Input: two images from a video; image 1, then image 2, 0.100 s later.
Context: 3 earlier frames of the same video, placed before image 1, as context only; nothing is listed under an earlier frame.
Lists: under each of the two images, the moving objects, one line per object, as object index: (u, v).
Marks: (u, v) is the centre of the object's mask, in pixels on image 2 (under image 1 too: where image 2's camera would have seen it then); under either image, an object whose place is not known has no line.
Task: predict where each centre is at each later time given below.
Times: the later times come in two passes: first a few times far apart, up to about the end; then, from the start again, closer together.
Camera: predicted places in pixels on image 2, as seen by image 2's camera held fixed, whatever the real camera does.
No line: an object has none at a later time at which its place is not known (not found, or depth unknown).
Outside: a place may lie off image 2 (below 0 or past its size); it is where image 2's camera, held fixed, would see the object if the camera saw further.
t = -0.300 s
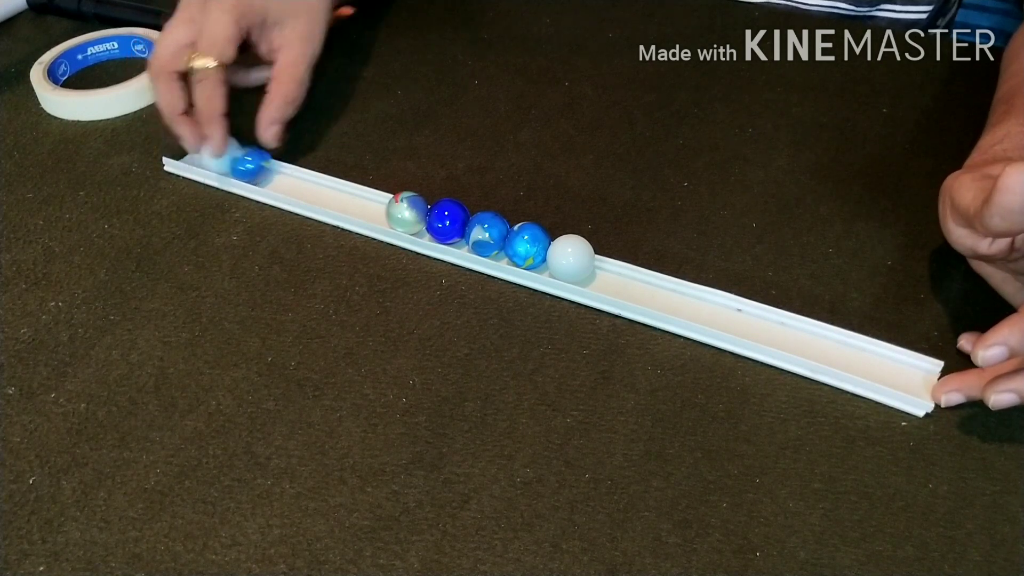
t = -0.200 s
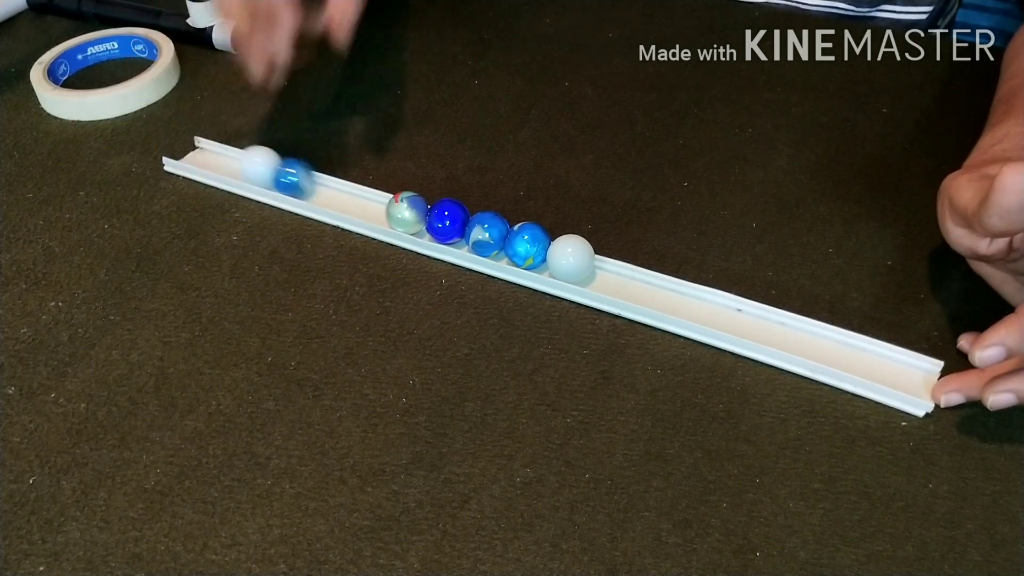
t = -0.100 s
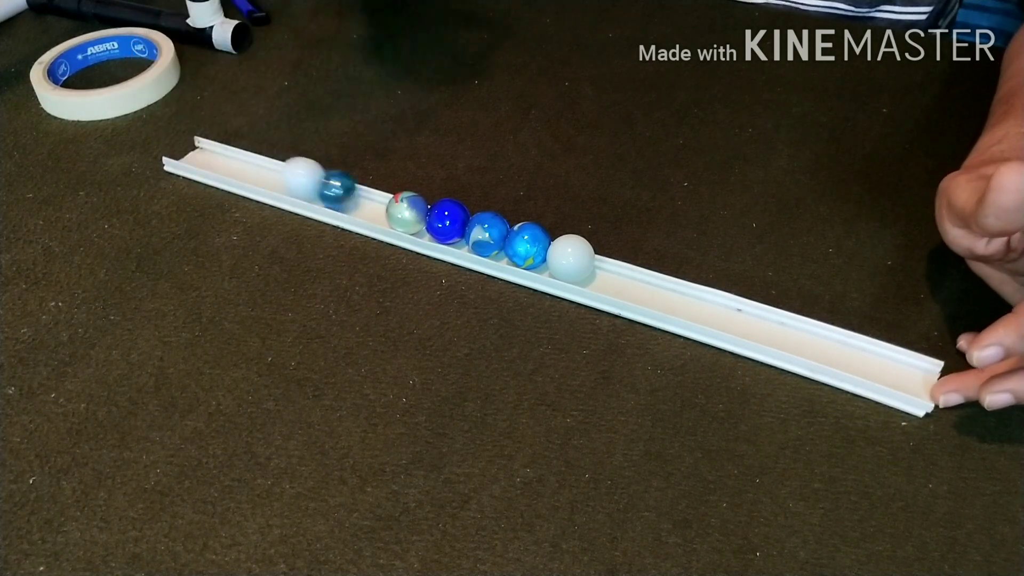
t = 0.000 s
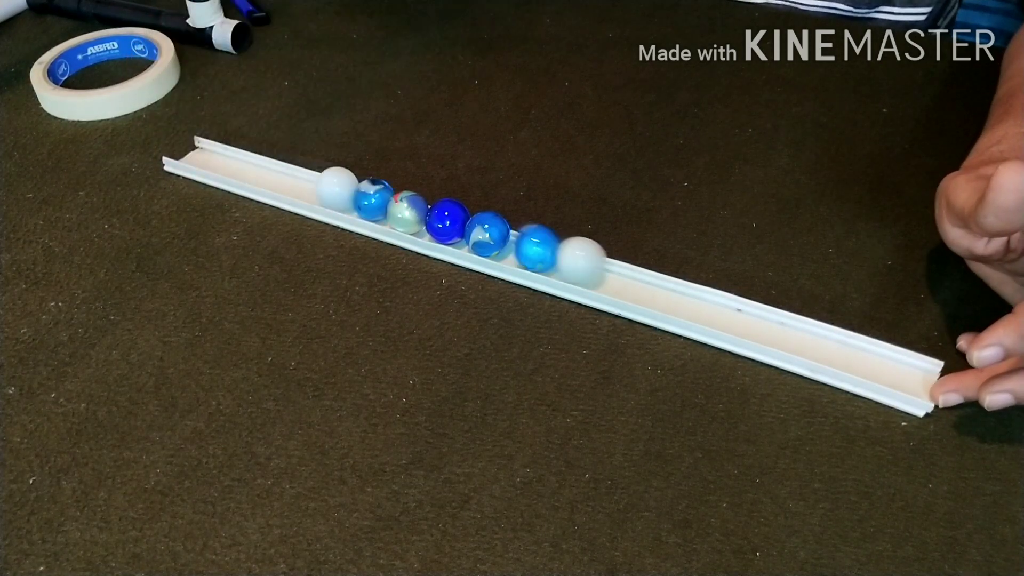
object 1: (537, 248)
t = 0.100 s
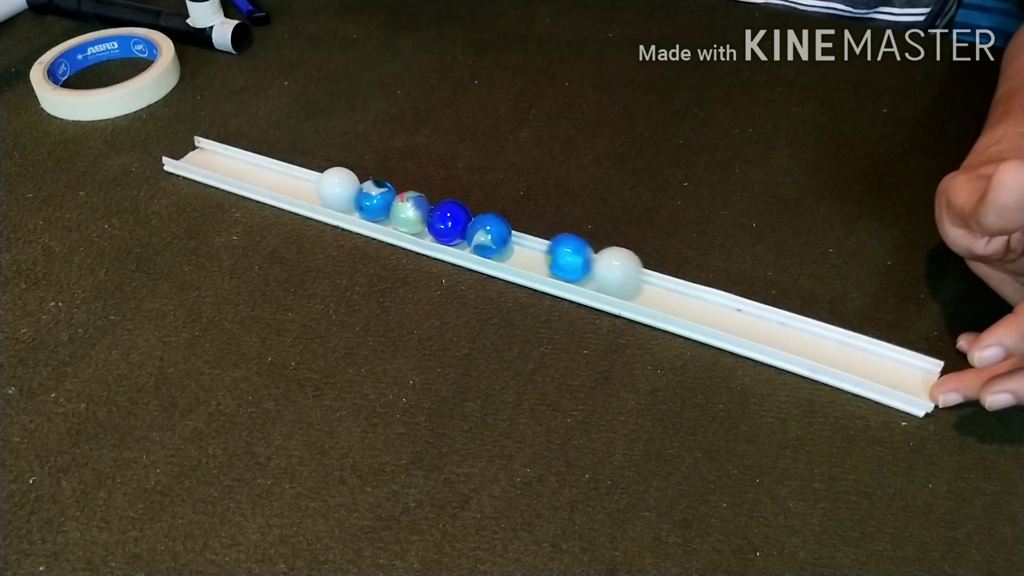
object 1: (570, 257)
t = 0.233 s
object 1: (611, 269)
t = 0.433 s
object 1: (668, 287)
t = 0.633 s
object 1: (723, 303)
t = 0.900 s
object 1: (793, 325)
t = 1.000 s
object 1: (821, 334)
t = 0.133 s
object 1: (580, 261)
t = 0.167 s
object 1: (590, 263)
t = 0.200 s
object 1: (600, 266)
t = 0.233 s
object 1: (611, 269)
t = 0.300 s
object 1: (630, 275)
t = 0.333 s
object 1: (640, 278)
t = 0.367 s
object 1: (649, 281)
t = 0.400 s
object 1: (659, 284)
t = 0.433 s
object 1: (668, 287)
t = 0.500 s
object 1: (686, 292)
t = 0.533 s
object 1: (695, 295)
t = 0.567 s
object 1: (705, 297)
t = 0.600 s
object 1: (714, 300)
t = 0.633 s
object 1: (723, 303)
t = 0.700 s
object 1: (740, 308)
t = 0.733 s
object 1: (749, 311)
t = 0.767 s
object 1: (757, 314)
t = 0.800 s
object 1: (766, 317)
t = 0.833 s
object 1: (775, 319)
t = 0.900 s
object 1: (793, 325)
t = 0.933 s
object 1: (802, 328)
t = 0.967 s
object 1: (811, 331)
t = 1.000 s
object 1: (821, 334)
